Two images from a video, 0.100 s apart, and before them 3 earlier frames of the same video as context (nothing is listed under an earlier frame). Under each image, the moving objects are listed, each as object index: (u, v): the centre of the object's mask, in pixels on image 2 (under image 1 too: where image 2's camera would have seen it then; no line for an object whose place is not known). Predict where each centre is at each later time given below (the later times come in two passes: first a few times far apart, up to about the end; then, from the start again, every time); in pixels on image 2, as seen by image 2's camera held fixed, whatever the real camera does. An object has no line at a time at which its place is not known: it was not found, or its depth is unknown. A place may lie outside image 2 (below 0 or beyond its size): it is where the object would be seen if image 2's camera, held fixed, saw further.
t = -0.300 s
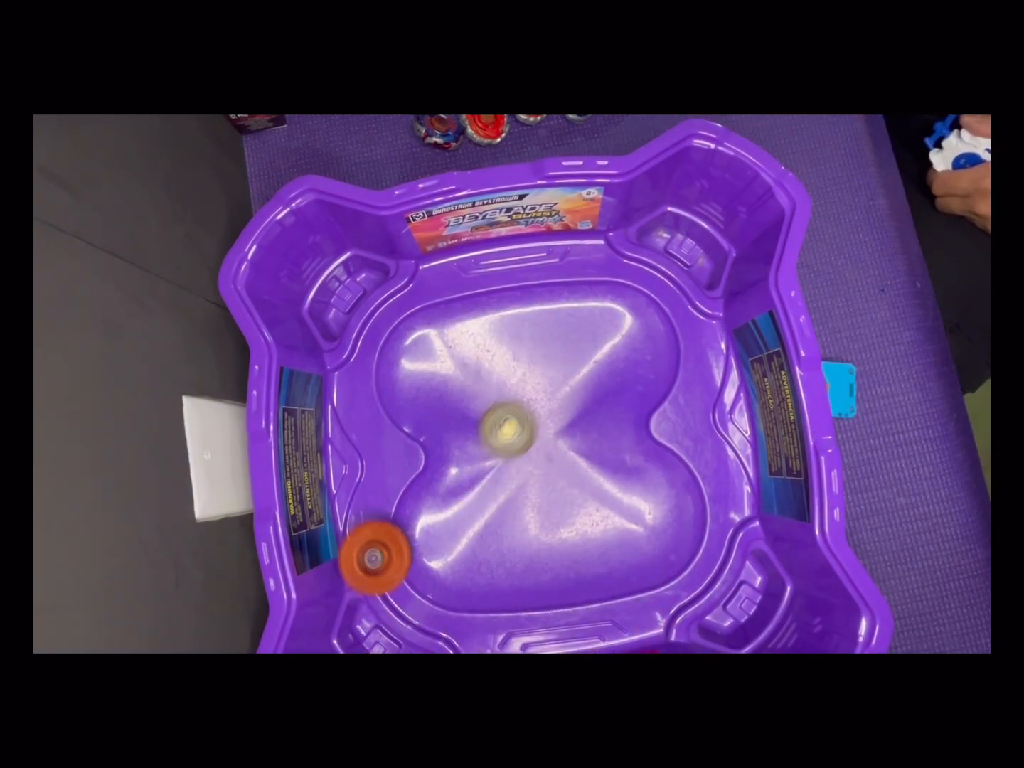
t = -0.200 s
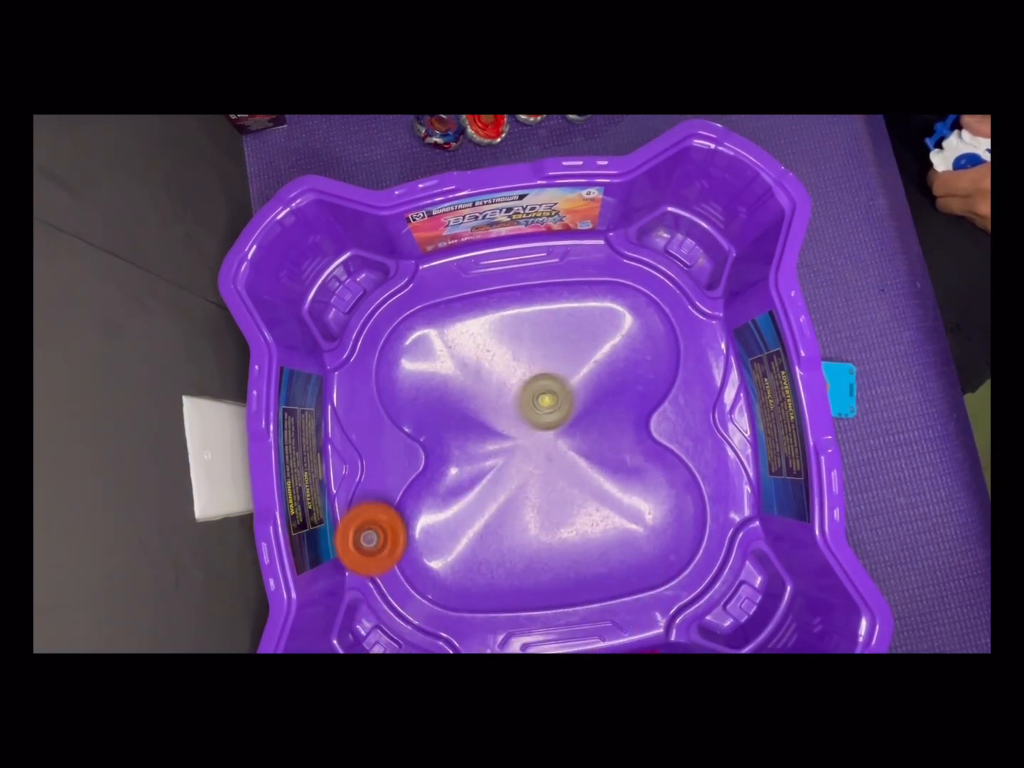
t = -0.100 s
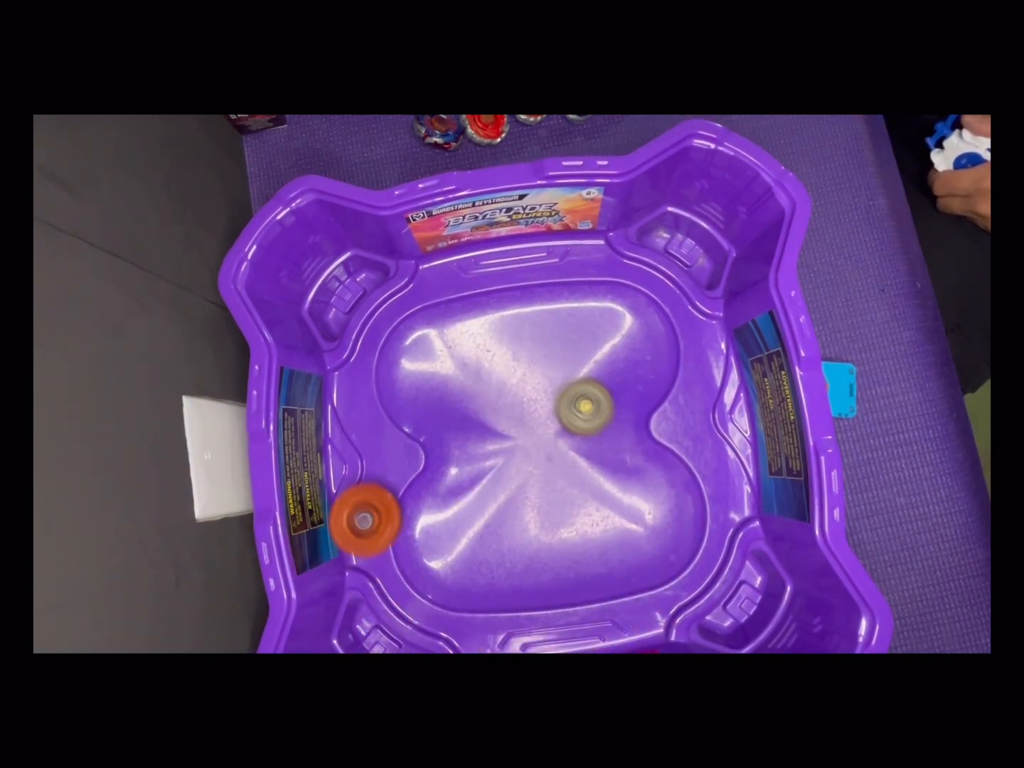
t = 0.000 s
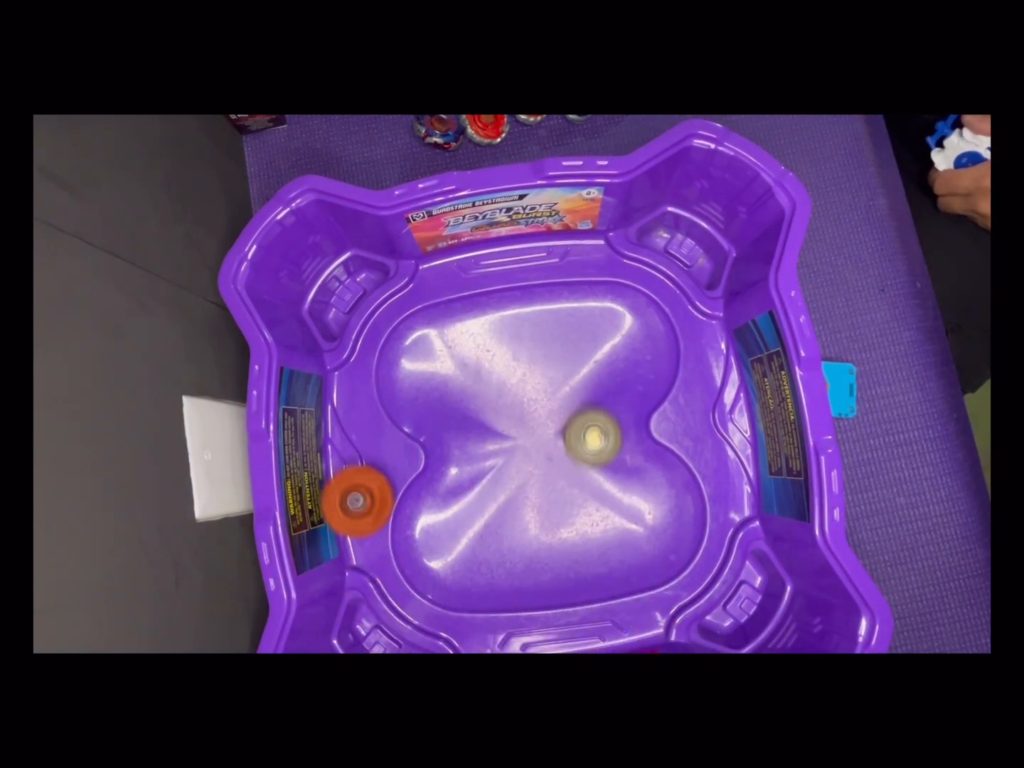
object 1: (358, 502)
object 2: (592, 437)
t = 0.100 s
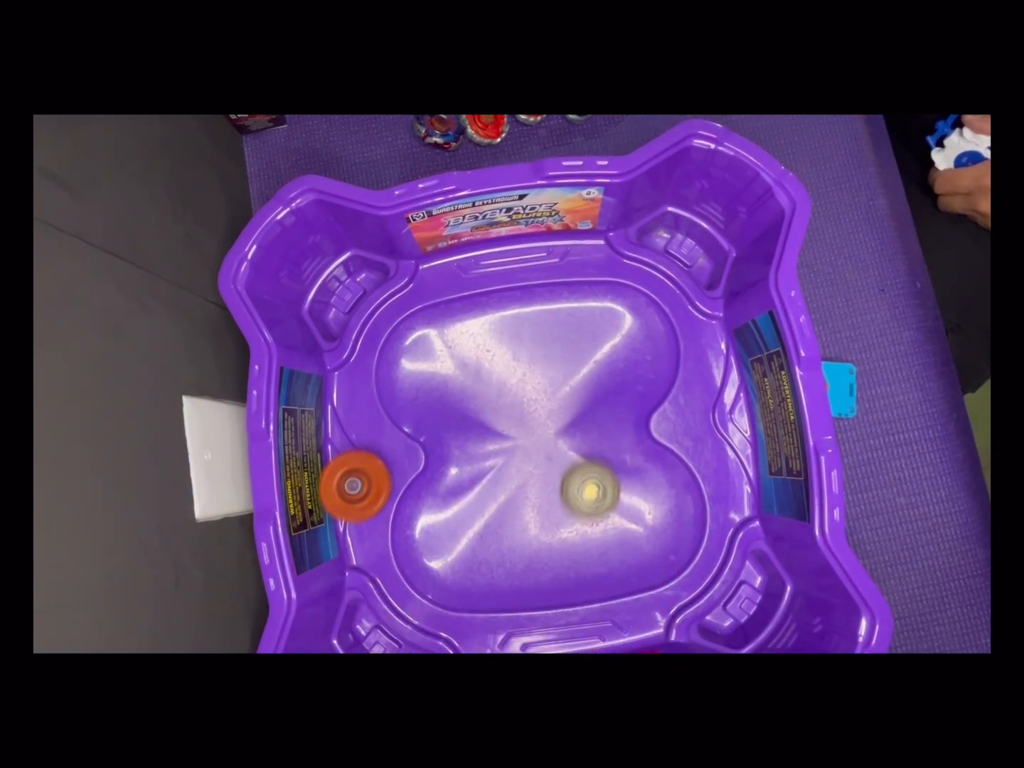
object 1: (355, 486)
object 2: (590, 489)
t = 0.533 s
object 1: (366, 454)
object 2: (479, 449)
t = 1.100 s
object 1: (369, 487)
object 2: (582, 469)
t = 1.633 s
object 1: (371, 459)
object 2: (491, 381)
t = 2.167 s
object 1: (361, 468)
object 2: (560, 512)
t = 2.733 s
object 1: (361, 471)
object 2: (514, 394)
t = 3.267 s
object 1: (362, 463)
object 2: (533, 530)
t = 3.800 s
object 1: (368, 471)
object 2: (549, 386)
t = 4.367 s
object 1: (394, 471)
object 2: (493, 499)
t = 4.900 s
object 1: (494, 554)
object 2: (583, 400)
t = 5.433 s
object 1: (581, 437)
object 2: (489, 462)
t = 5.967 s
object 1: (509, 498)
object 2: (532, 394)
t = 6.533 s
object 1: (578, 455)
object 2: (511, 433)
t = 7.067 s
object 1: (495, 500)
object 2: (508, 381)
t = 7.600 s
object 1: (508, 502)
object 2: (550, 449)
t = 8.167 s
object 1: (495, 500)
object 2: (576, 449)
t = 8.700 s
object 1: (495, 503)
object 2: (555, 423)
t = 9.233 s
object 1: (526, 435)
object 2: (584, 388)
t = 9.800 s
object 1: (525, 452)
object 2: (557, 391)
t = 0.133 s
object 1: (356, 483)
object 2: (587, 506)
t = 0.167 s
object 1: (359, 481)
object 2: (580, 518)
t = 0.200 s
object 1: (359, 477)
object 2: (569, 526)
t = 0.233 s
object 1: (358, 473)
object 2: (556, 530)
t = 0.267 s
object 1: (360, 470)
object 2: (541, 530)
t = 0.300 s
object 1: (358, 467)
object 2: (524, 528)
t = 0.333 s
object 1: (360, 465)
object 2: (507, 521)
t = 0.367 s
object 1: (364, 464)
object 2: (491, 512)
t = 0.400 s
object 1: (365, 462)
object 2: (478, 500)
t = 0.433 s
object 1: (362, 460)
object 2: (470, 489)
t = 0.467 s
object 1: (356, 458)
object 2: (469, 477)
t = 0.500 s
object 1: (359, 455)
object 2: (473, 464)
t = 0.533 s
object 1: (366, 454)
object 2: (479, 449)
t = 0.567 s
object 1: (369, 453)
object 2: (486, 432)
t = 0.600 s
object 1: (370, 453)
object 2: (493, 412)
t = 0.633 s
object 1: (367, 453)
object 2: (501, 394)
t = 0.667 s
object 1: (362, 454)
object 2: (512, 381)
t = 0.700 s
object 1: (358, 456)
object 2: (525, 371)
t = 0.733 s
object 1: (358, 457)
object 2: (540, 367)
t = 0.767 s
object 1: (358, 459)
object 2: (556, 365)
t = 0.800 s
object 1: (359, 462)
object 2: (573, 366)
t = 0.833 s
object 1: (360, 465)
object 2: (593, 369)
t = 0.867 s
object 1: (361, 470)
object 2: (608, 377)
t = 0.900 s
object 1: (361, 473)
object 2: (617, 385)
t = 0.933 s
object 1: (362, 477)
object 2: (620, 395)
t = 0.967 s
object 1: (363, 480)
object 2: (616, 405)
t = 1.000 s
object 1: (365, 482)
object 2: (609, 418)
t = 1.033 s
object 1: (366, 484)
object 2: (601, 433)
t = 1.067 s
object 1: (368, 486)
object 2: (591, 450)
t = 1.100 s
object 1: (369, 487)
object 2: (582, 469)
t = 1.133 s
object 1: (370, 487)
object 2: (573, 485)
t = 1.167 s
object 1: (371, 487)
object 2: (562, 498)
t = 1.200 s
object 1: (373, 486)
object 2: (551, 505)
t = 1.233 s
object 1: (374, 485)
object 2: (537, 509)
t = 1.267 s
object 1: (375, 483)
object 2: (522, 509)
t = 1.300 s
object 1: (376, 481)
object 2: (506, 507)
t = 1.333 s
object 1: (377, 478)
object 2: (489, 502)
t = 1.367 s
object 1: (378, 476)
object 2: (475, 495)
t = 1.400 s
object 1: (378, 474)
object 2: (468, 485)
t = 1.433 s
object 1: (378, 471)
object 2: (466, 476)
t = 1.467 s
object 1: (378, 468)
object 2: (467, 464)
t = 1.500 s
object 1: (377, 465)
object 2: (472, 449)
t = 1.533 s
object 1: (375, 463)
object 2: (477, 432)
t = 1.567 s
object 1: (374, 462)
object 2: (481, 414)
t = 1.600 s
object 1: (372, 460)
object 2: (485, 396)
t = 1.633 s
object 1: (371, 459)
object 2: (491, 381)
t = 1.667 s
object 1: (369, 459)
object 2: (499, 369)
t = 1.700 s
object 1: (367, 459)
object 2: (510, 362)
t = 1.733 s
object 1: (366, 459)
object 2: (523, 359)
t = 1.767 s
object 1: (366, 459)
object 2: (537, 357)
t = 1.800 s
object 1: (364, 459)
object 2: (553, 360)
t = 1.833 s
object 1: (363, 460)
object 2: (570, 365)
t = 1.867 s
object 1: (362, 460)
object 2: (587, 373)
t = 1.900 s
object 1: (361, 461)
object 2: (599, 385)
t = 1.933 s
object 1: (360, 462)
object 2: (605, 396)
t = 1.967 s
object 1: (360, 463)
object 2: (604, 410)
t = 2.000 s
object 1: (360, 463)
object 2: (600, 425)
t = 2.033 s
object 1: (360, 464)
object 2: (593, 443)
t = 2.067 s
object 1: (360, 465)
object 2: (585, 463)
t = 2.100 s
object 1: (361, 466)
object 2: (579, 483)
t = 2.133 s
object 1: (361, 467)
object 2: (571, 499)
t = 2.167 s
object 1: (361, 468)
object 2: (560, 512)
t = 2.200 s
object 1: (361, 469)
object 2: (546, 520)
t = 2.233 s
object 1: (362, 469)
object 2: (530, 526)
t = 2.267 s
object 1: (362, 470)
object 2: (513, 529)
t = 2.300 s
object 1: (362, 470)
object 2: (494, 530)
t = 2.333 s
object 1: (362, 471)
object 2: (475, 528)
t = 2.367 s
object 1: (363, 471)
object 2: (457, 523)
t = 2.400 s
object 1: (363, 472)
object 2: (444, 515)
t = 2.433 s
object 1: (363, 472)
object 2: (438, 505)
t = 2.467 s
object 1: (363, 472)
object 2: (438, 495)
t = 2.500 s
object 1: (363, 472)
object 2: (443, 485)
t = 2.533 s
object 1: (363, 472)
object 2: (452, 473)
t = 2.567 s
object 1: (362, 472)
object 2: (463, 459)
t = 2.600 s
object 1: (362, 471)
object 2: (475, 445)
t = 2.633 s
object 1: (361, 471)
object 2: (486, 429)
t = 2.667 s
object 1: (361, 471)
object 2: (496, 413)
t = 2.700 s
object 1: (361, 471)
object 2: (504, 402)
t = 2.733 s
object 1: (361, 471)
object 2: (514, 394)
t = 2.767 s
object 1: (361, 470)
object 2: (524, 391)
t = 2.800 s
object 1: (361, 470)
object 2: (536, 391)
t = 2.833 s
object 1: (361, 469)
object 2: (549, 393)
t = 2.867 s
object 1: (360, 469)
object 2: (563, 397)
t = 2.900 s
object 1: (361, 468)
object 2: (574, 404)
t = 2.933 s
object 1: (362, 467)
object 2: (582, 414)
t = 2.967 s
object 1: (361, 466)
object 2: (584, 425)
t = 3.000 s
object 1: (361, 466)
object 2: (585, 439)
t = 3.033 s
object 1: (361, 465)
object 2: (584, 455)
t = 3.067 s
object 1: (360, 464)
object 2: (585, 473)
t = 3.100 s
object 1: (360, 464)
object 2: (584, 490)
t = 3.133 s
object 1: (361, 464)
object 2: (580, 504)
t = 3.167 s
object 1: (361, 464)
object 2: (572, 515)
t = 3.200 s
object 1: (361, 464)
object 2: (562, 522)
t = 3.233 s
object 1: (362, 463)
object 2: (549, 528)
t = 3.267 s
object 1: (362, 463)
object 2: (533, 530)
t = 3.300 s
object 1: (361, 463)
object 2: (517, 531)
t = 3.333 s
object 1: (361, 463)
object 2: (501, 528)
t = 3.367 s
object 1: (361, 463)
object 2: (484, 523)
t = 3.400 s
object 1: (361, 463)
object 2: (469, 516)
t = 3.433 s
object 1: (361, 464)
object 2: (460, 506)
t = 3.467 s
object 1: (361, 465)
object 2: (457, 495)
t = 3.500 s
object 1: (360, 466)
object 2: (460, 484)
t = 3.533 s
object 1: (361, 467)
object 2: (467, 470)
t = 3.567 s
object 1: (361, 468)
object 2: (477, 455)
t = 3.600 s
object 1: (362, 469)
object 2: (486, 438)
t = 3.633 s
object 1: (363, 470)
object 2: (495, 421)
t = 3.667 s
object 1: (365, 470)
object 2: (503, 407)
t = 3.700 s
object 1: (366, 470)
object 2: (512, 397)
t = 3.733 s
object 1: (367, 471)
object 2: (523, 390)
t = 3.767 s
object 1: (367, 471)
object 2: (535, 387)
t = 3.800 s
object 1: (368, 471)
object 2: (549, 386)
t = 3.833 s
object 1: (369, 472)
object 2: (563, 387)
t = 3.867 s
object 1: (370, 472)
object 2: (577, 389)
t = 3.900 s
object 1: (371, 472)
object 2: (588, 395)
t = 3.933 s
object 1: (372, 472)
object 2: (594, 404)
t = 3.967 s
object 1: (374, 473)
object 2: (595, 414)
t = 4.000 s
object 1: (375, 472)
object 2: (591, 427)
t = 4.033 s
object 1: (376, 472)
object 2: (588, 441)
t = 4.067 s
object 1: (378, 472)
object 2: (585, 457)
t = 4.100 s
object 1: (379, 472)
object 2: (582, 473)
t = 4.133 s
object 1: (381, 471)
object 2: (578, 487)
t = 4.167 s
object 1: (382, 471)
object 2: (571, 497)
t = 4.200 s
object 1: (384, 471)
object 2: (561, 504)
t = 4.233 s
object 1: (386, 471)
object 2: (549, 507)
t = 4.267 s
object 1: (387, 471)
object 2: (536, 508)
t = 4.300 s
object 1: (389, 471)
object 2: (522, 507)
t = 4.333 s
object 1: (391, 471)
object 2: (507, 504)
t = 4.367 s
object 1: (394, 471)
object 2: (493, 499)
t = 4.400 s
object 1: (395, 471)
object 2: (483, 492)
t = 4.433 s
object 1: (398, 471)
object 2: (478, 483)
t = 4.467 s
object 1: (401, 471)
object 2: (479, 473)
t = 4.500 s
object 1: (404, 471)
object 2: (483, 460)
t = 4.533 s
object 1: (407, 471)
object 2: (488, 446)
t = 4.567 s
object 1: (410, 470)
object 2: (494, 431)
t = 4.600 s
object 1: (412, 471)
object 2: (497, 416)
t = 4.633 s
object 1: (414, 473)
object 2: (501, 403)
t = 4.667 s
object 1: (416, 477)
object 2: (507, 393)
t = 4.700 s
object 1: (418, 484)
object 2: (516, 387)
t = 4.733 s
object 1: (421, 494)
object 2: (526, 384)
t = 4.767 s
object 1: (428, 511)
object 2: (538, 383)
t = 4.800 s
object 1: (439, 527)
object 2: (550, 384)
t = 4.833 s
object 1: (455, 541)
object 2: (563, 387)
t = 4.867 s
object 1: (475, 550)
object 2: (575, 392)
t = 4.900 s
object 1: (494, 554)
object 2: (583, 400)
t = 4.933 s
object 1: (514, 556)
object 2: (586, 410)
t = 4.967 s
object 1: (537, 557)
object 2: (583, 422)
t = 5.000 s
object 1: (560, 556)
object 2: (580, 435)
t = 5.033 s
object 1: (580, 554)
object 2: (575, 450)
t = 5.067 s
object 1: (601, 549)
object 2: (571, 466)
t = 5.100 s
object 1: (622, 542)
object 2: (565, 477)
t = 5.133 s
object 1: (642, 534)
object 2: (558, 486)
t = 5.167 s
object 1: (658, 523)
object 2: (548, 491)
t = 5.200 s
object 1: (669, 508)
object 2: (536, 494)
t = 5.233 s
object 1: (675, 492)
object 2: (523, 495)
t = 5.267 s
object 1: (672, 475)
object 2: (510, 494)
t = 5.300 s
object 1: (659, 463)
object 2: (498, 492)
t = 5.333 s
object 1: (641, 454)
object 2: (489, 487)
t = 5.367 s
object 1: (621, 447)
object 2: (484, 480)
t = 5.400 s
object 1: (600, 440)
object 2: (485, 472)
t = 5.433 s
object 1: (581, 437)
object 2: (489, 462)
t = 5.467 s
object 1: (562, 436)
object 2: (494, 450)
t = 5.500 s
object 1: (552, 432)
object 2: (491, 442)
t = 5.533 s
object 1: (546, 428)
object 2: (483, 436)
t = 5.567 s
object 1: (539, 428)
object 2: (476, 428)
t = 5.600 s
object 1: (529, 429)
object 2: (469, 417)
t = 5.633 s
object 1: (520, 431)
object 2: (463, 406)
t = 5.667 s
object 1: (512, 433)
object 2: (457, 394)
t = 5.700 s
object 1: (506, 437)
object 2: (455, 383)
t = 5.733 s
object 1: (503, 444)
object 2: (457, 374)
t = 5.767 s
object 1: (500, 451)
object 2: (463, 368)
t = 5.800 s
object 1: (498, 460)
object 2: (472, 367)
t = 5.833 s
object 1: (497, 469)
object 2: (483, 368)
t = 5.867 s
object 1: (497, 480)
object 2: (497, 372)
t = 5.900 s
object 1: (499, 489)
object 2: (510, 378)
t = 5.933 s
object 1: (503, 495)
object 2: (521, 385)
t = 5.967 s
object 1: (509, 498)
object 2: (532, 394)
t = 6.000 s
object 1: (518, 498)
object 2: (541, 405)
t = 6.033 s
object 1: (525, 497)
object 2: (548, 416)
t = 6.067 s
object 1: (533, 495)
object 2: (553, 428)
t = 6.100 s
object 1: (540, 497)
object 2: (554, 436)
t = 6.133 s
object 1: (549, 504)
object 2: (552, 435)
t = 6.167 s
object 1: (558, 507)
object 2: (548, 437)
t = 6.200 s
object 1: (567, 508)
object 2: (545, 439)
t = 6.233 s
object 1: (574, 509)
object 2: (541, 439)
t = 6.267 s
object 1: (582, 506)
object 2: (538, 439)
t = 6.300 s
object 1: (590, 503)
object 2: (536, 439)
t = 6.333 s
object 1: (596, 499)
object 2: (533, 439)
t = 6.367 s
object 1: (600, 493)
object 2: (531, 438)
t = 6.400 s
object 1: (601, 486)
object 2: (529, 438)
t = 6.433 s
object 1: (598, 477)
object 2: (528, 438)
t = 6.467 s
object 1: (592, 470)
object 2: (526, 437)
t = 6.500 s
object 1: (580, 461)
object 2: (524, 435)
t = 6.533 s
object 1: (578, 455)
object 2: (511, 433)
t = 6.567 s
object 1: (576, 452)
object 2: (497, 431)
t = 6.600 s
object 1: (569, 449)
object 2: (486, 425)
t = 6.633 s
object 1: (560, 448)
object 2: (476, 416)
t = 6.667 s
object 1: (553, 449)
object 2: (467, 408)
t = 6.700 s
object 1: (545, 452)
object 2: (459, 399)
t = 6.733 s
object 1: (538, 456)
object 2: (453, 391)
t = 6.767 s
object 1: (533, 459)
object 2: (449, 381)
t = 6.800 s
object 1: (527, 464)
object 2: (447, 372)
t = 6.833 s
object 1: (521, 468)
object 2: (448, 365)
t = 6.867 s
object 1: (516, 472)
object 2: (454, 359)
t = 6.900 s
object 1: (510, 476)
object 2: (462, 357)
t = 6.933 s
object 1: (507, 480)
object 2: (472, 357)
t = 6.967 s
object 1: (502, 486)
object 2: (482, 359)
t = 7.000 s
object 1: (499, 491)
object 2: (491, 365)
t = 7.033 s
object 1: (496, 495)
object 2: (501, 372)
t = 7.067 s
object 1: (495, 500)
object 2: (508, 381)
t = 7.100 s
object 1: (494, 503)
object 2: (515, 390)
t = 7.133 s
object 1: (493, 506)
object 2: (519, 401)
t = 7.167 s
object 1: (494, 508)
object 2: (522, 411)
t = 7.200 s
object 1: (496, 508)
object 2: (524, 422)
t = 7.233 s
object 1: (498, 508)
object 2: (526, 433)
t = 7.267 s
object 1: (500, 506)
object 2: (526, 444)
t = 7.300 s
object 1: (501, 508)
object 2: (528, 450)
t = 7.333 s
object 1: (501, 512)
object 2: (530, 453)
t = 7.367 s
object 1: (502, 513)
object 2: (533, 457)
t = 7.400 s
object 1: (502, 518)
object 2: (537, 455)
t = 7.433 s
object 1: (504, 519)
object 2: (540, 453)
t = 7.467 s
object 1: (505, 518)
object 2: (542, 452)
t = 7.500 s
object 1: (506, 516)
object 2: (545, 451)
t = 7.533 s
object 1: (507, 512)
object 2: (547, 450)
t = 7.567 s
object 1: (508, 508)
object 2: (548, 450)
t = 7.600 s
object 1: (508, 502)
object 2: (550, 449)
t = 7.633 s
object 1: (508, 495)
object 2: (552, 450)
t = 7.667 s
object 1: (506, 490)
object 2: (554, 448)
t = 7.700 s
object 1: (498, 492)
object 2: (563, 442)
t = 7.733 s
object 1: (492, 492)
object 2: (569, 438)
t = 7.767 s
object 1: (487, 493)
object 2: (573, 437)
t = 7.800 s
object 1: (482, 496)
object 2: (577, 438)
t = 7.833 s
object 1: (478, 501)
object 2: (579, 440)
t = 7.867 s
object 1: (477, 505)
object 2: (581, 443)
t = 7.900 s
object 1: (477, 509)
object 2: (581, 448)
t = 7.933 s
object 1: (481, 511)
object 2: (581, 454)
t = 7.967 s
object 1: (485, 513)
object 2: (580, 462)
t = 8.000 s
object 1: (492, 513)
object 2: (576, 467)
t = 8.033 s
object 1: (499, 509)
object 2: (570, 469)
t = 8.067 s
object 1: (507, 502)
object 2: (563, 470)
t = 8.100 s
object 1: (504, 502)
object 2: (566, 462)
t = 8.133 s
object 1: (497, 501)
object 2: (572, 454)
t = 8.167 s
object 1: (495, 500)
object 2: (576, 449)
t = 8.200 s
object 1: (493, 500)
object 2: (579, 448)
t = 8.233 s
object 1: (492, 499)
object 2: (581, 449)
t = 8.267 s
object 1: (491, 498)
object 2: (581, 452)
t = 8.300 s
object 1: (490, 498)
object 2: (580, 456)
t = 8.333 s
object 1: (491, 497)
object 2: (578, 461)
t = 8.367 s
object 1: (492, 496)
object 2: (574, 463)
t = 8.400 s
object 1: (495, 495)
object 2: (567, 463)
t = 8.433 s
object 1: (498, 493)
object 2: (559, 462)
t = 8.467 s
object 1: (500, 492)
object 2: (554, 458)
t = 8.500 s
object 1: (492, 495)
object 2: (558, 450)
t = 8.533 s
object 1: (488, 497)
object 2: (560, 443)
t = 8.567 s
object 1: (487, 498)
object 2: (563, 438)
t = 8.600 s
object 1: (488, 500)
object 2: (562, 434)
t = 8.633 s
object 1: (489, 502)
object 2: (560, 432)
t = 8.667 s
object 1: (492, 503)
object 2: (557, 428)
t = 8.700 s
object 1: (495, 503)
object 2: (555, 423)
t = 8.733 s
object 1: (500, 503)
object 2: (553, 417)
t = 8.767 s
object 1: (505, 500)
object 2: (552, 411)
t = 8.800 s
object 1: (511, 496)
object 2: (550, 405)
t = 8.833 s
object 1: (517, 491)
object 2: (551, 399)
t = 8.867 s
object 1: (522, 485)
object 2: (552, 394)
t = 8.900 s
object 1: (526, 477)
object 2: (555, 388)
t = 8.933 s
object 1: (530, 471)
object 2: (558, 384)
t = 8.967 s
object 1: (533, 464)
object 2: (562, 381)
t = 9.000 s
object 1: (535, 457)
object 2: (566, 380)
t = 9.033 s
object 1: (536, 449)
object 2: (570, 380)
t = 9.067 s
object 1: (539, 443)
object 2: (574, 383)
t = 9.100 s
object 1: (540, 437)
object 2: (576, 387)
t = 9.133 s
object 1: (536, 437)
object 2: (579, 387)
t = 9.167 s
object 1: (532, 437)
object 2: (583, 386)
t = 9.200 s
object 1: (529, 436)
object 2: (584, 387)
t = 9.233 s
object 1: (526, 435)
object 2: (584, 388)
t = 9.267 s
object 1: (523, 435)
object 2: (583, 391)
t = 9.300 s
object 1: (521, 434)
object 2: (581, 393)
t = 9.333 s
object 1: (519, 433)
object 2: (577, 394)
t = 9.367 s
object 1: (517, 433)
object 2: (573, 396)
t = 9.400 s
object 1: (515, 433)
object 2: (568, 397)
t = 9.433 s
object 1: (513, 433)
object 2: (564, 398)
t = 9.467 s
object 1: (512, 433)
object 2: (559, 398)
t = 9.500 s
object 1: (509, 436)
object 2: (557, 395)
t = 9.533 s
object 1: (509, 438)
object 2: (556, 393)
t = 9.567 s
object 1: (509, 440)
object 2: (556, 390)
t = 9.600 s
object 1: (509, 442)
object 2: (555, 388)
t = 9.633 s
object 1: (511, 445)
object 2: (556, 387)
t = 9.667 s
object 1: (513, 447)
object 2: (556, 386)
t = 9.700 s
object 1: (515, 449)
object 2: (556, 386)
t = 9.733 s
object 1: (518, 450)
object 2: (556, 387)
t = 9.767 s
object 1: (521, 452)
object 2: (557, 388)
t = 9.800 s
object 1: (525, 452)
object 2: (557, 391)
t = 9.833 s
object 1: (530, 453)
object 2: (557, 394)
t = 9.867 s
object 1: (534, 453)
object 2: (557, 396)
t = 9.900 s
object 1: (537, 456)
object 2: (557, 397)
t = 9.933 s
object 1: (539, 459)
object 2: (557, 399)
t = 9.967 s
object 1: (542, 462)
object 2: (557, 402)
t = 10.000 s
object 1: (545, 466)
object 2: (556, 405)
